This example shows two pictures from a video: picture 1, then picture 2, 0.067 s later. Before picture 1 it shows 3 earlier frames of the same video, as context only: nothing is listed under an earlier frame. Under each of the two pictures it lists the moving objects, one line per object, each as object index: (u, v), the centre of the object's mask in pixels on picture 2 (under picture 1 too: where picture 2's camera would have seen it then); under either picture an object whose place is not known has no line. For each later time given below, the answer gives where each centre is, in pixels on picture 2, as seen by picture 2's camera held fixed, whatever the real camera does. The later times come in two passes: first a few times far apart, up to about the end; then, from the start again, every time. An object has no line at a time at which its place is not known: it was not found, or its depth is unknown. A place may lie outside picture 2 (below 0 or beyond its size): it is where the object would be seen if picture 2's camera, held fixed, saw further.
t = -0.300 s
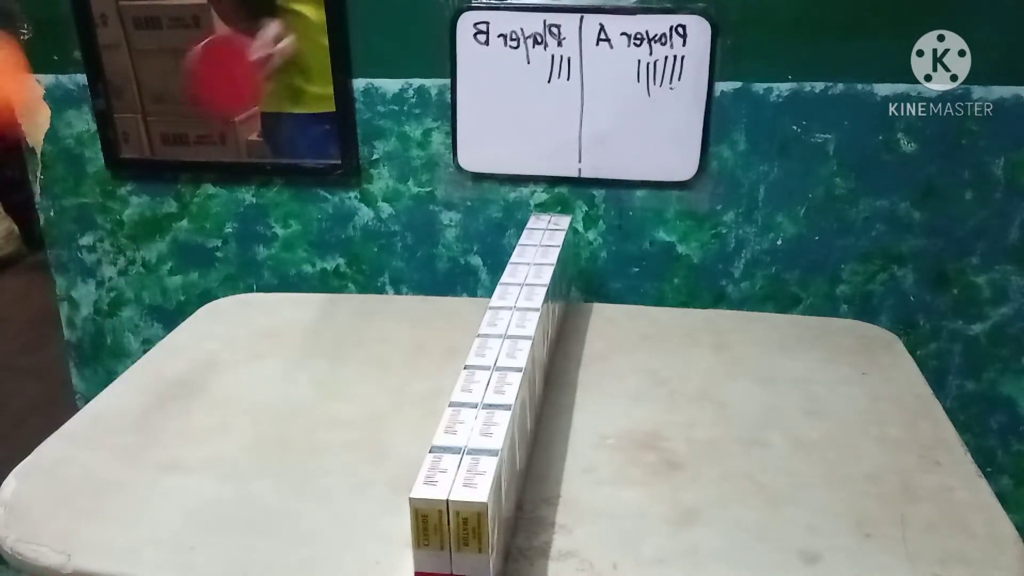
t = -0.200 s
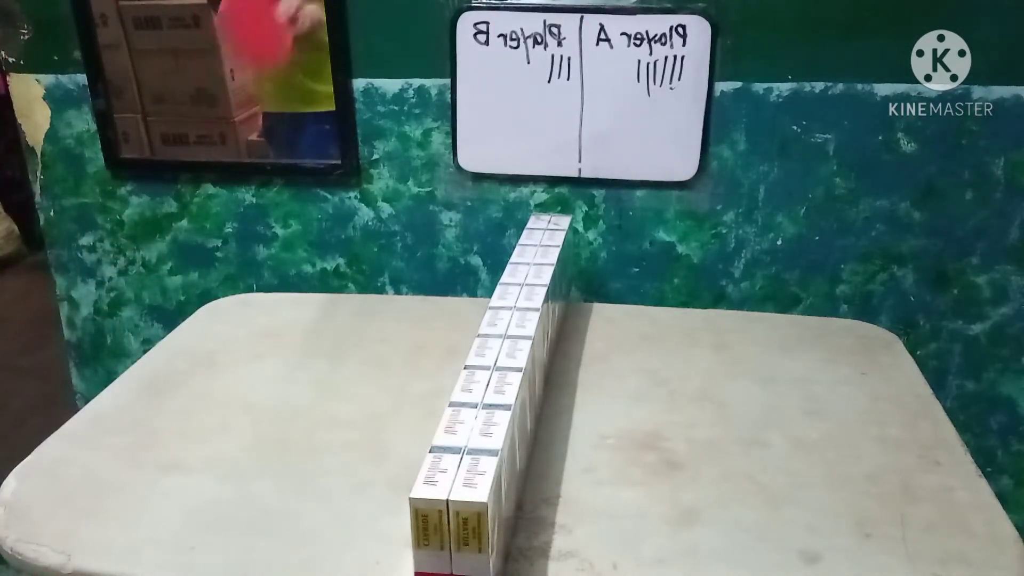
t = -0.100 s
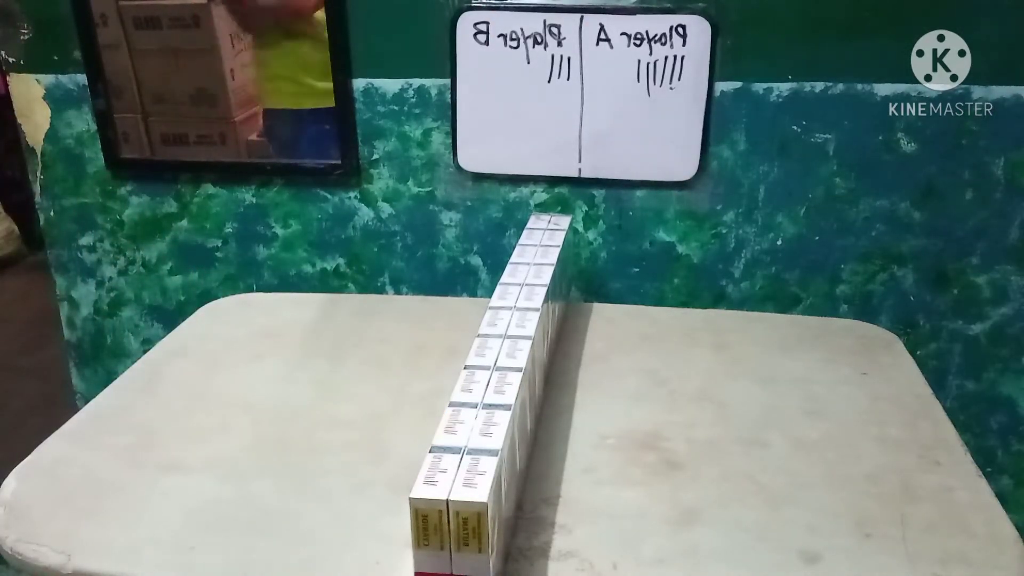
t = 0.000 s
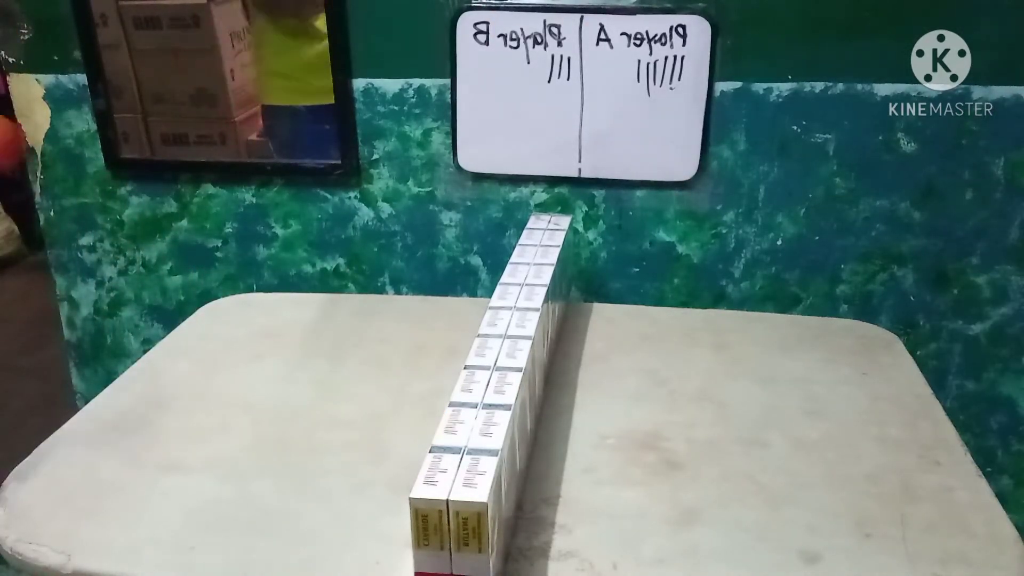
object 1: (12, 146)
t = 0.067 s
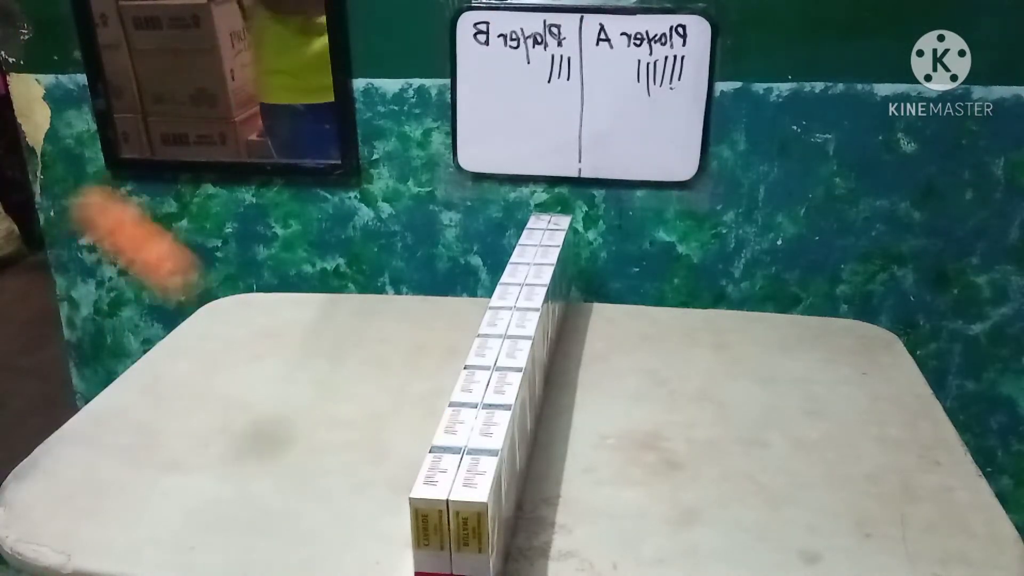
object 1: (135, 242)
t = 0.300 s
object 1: (480, 257)
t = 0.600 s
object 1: (660, 315)
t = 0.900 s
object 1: (874, 297)
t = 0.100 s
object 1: (222, 317)
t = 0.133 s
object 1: (320, 422)
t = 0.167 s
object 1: (379, 427)
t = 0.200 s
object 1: (427, 371)
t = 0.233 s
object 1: (449, 321)
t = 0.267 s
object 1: (465, 278)
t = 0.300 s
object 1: (480, 257)
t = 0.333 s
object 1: (495, 243)
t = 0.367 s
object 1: (511, 240)
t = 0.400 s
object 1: (529, 252)
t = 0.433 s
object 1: (553, 287)
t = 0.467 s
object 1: (565, 319)
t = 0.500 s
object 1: (579, 367)
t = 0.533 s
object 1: (600, 397)
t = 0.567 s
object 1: (630, 350)
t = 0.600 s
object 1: (660, 315)
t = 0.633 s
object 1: (687, 295)
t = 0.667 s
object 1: (713, 288)
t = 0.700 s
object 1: (738, 290)
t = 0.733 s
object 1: (761, 301)
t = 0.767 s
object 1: (786, 327)
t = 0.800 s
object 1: (810, 368)
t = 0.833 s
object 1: (832, 341)
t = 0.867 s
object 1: (856, 311)
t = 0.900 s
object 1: (874, 297)
